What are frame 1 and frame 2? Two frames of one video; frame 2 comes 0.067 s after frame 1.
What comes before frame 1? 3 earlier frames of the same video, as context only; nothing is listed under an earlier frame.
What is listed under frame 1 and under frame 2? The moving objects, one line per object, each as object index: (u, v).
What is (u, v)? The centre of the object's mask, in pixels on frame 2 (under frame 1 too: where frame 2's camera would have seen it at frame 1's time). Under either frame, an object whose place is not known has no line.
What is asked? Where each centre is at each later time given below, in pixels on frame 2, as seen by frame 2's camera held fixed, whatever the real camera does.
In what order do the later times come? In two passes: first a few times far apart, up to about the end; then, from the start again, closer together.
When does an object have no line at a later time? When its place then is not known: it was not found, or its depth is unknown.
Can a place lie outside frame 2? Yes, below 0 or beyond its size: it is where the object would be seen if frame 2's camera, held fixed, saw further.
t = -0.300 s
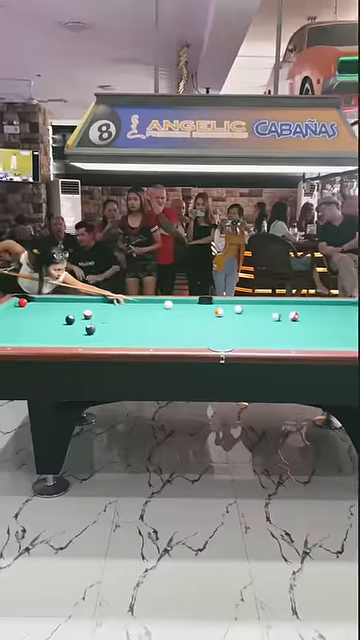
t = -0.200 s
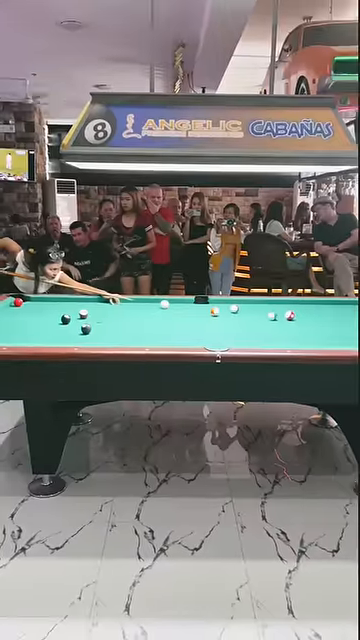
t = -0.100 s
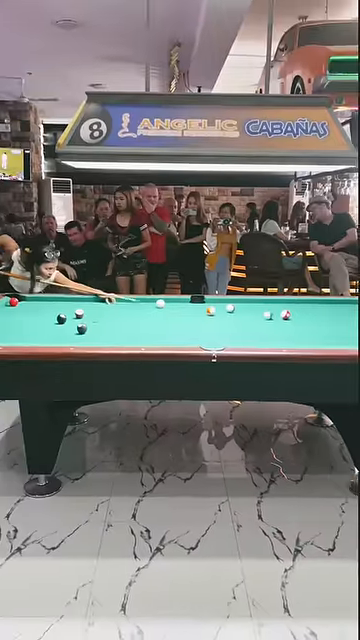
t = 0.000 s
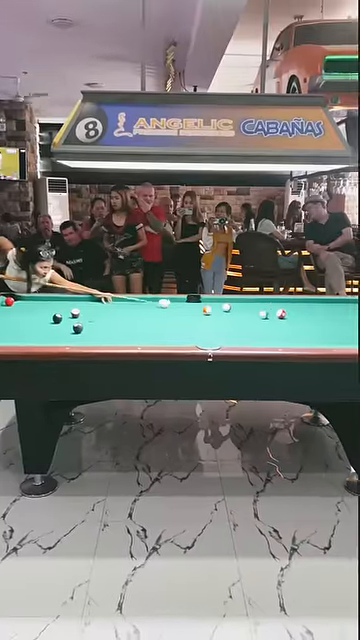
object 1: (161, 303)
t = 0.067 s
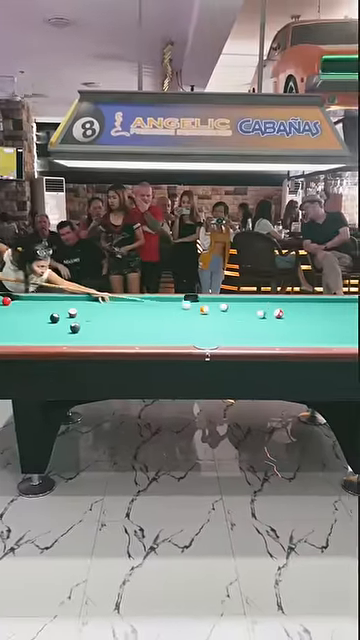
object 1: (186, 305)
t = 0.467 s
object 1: (250, 318)
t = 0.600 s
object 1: (267, 323)
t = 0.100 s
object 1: (196, 305)
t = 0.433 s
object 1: (246, 317)
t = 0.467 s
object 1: (250, 318)
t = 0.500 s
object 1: (254, 319)
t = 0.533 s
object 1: (258, 320)
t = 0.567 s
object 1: (261, 321)
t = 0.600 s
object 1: (267, 323)
